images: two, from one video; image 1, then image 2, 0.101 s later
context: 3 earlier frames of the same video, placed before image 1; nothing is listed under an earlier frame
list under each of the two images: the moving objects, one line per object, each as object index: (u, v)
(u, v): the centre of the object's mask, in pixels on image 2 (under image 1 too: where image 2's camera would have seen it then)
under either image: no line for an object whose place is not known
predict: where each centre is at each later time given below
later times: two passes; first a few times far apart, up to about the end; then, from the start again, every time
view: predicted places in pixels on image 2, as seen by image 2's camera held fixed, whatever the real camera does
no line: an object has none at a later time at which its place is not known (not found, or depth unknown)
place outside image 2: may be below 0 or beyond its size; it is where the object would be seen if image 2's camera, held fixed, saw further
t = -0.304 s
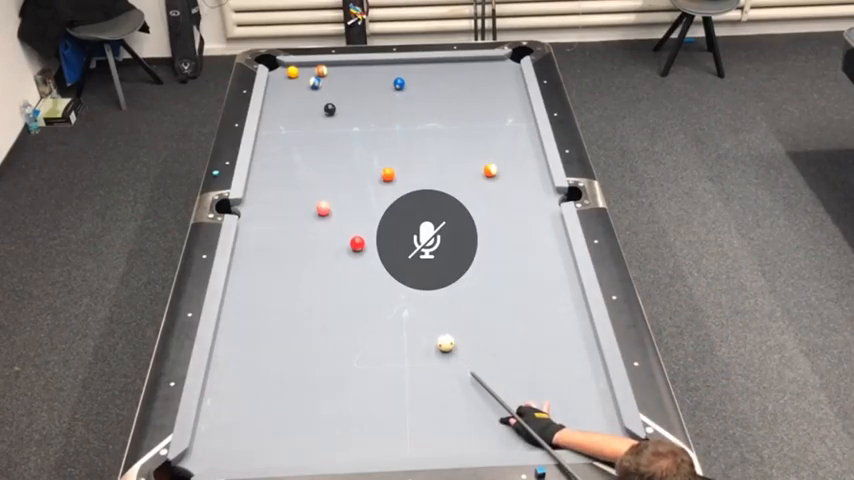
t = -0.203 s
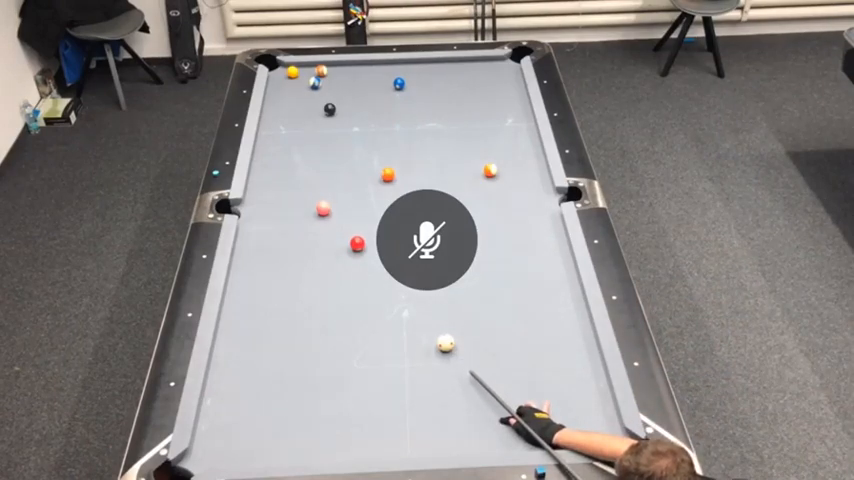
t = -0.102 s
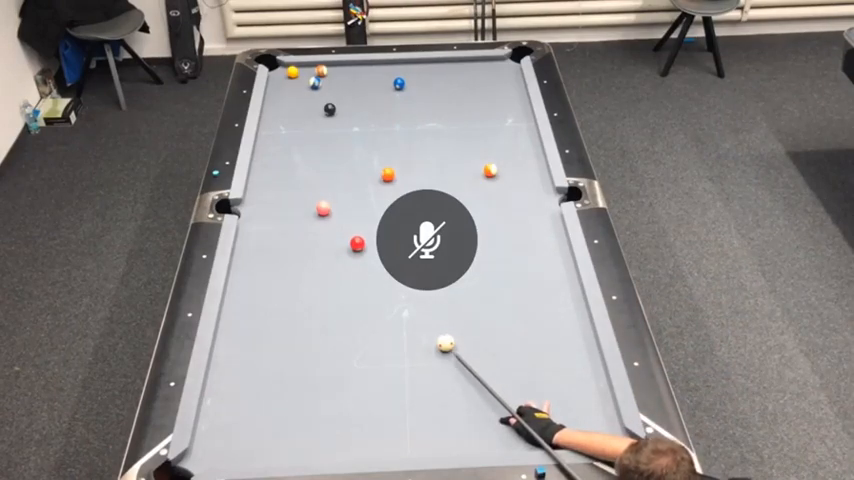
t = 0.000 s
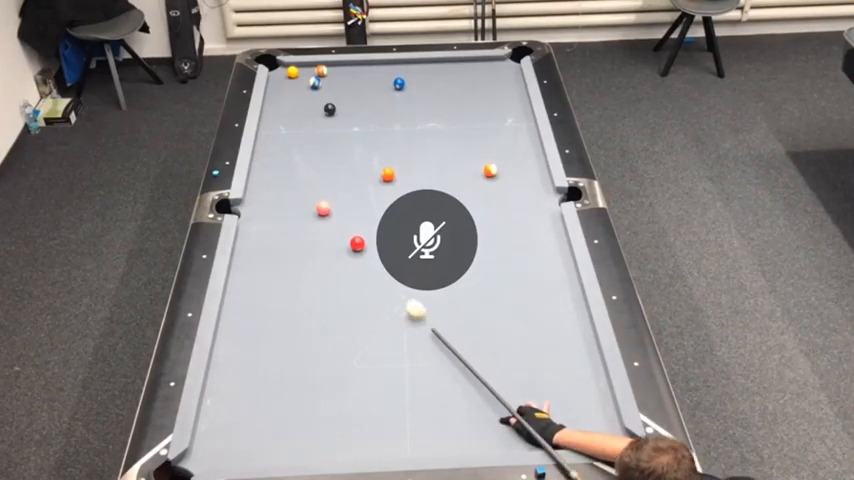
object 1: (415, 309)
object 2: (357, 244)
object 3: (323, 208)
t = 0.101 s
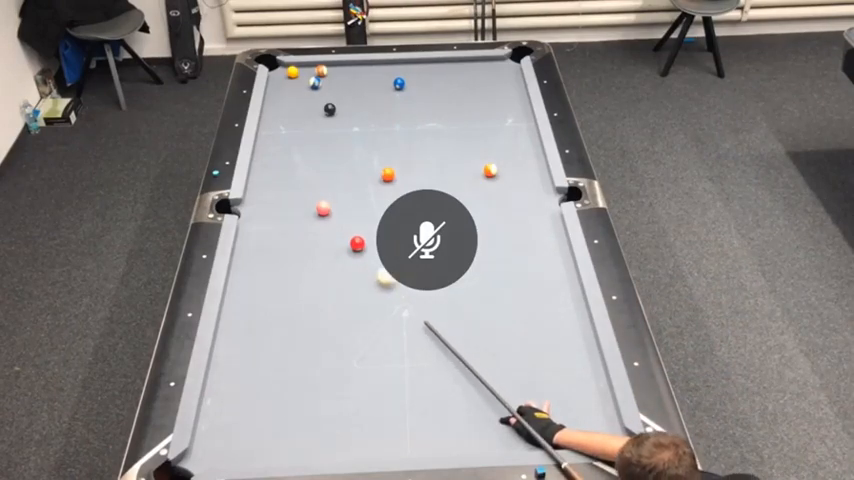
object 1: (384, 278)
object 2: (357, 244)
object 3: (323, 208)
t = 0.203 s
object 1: (362, 252)
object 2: (355, 241)
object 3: (323, 208)
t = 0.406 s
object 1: (353, 252)
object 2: (340, 206)
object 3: (311, 204)
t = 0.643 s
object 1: (344, 252)
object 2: (354, 183)
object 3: (274, 192)
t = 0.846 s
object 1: (337, 252)
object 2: (364, 165)
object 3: (255, 184)
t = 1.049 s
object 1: (331, 251)
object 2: (373, 149)
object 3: (274, 176)
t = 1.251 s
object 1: (325, 251)
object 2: (382, 134)
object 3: (291, 169)
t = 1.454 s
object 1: (320, 250)
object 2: (391, 120)
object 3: (307, 163)
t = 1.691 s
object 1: (316, 250)
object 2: (399, 105)
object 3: (325, 155)
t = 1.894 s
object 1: (312, 249)
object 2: (406, 93)
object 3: (339, 150)
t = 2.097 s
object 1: (310, 249)
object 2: (413, 81)
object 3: (352, 144)
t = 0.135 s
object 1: (376, 268)
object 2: (357, 244)
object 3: (323, 208)
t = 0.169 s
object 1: (370, 259)
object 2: (357, 244)
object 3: (323, 208)
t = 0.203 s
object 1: (362, 252)
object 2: (355, 241)
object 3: (323, 208)
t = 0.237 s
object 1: (361, 252)
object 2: (351, 235)
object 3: (323, 208)
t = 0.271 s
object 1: (359, 252)
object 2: (346, 227)
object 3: (323, 208)
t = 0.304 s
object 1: (358, 252)
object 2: (341, 220)
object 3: (322, 208)
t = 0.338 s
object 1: (356, 252)
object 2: (337, 214)
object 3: (323, 208)
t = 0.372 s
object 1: (355, 252)
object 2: (338, 209)
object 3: (318, 207)
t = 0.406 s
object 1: (353, 252)
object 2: (340, 206)
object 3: (311, 204)
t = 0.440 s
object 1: (352, 252)
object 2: (342, 202)
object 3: (304, 202)
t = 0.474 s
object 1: (351, 252)
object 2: (344, 199)
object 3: (299, 200)
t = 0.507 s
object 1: (349, 252)
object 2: (346, 196)
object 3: (294, 199)
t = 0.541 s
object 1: (348, 252)
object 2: (348, 192)
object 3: (289, 197)
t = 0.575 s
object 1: (347, 252)
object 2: (350, 189)
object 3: (284, 196)
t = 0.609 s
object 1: (346, 252)
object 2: (352, 186)
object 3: (279, 194)
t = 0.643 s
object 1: (344, 252)
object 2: (354, 183)
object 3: (274, 192)
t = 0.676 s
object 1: (343, 252)
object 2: (355, 180)
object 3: (269, 191)
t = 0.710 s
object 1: (342, 252)
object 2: (357, 177)
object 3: (264, 189)
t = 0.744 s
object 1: (341, 252)
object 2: (359, 174)
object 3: (259, 188)
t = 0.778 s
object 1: (339, 252)
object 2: (360, 171)
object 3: (255, 186)
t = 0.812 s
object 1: (338, 252)
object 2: (362, 168)
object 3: (252, 185)
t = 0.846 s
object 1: (337, 252)
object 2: (364, 165)
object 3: (255, 184)
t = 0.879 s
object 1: (336, 252)
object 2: (365, 163)
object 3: (259, 182)
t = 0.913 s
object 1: (335, 252)
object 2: (367, 160)
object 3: (262, 181)
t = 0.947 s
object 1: (334, 252)
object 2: (369, 157)
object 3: (265, 180)
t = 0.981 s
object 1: (333, 251)
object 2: (370, 155)
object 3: (268, 178)
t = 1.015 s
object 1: (332, 251)
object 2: (372, 152)
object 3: (271, 177)
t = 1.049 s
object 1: (331, 251)
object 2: (373, 149)
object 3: (274, 176)
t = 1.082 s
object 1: (330, 251)
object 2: (375, 147)
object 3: (277, 175)
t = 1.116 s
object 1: (329, 251)
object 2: (377, 144)
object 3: (280, 174)
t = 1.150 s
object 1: (328, 251)
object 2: (378, 142)
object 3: (282, 173)
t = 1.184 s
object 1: (327, 251)
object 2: (379, 139)
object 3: (285, 171)
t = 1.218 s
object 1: (326, 251)
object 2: (381, 136)
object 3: (288, 170)
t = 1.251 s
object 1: (325, 251)
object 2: (382, 134)
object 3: (291, 169)
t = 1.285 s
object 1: (324, 251)
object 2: (384, 132)
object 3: (294, 168)
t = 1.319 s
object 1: (323, 251)
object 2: (385, 129)
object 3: (296, 167)
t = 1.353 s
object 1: (323, 250)
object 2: (386, 127)
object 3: (299, 166)
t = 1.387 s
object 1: (322, 251)
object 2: (388, 124)
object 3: (302, 165)
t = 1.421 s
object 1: (321, 250)
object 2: (389, 122)
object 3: (304, 164)
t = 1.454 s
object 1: (320, 250)
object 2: (391, 120)
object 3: (307, 163)
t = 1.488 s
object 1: (320, 250)
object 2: (392, 117)
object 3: (310, 162)
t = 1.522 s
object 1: (319, 250)
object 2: (393, 115)
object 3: (312, 160)
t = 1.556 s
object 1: (318, 250)
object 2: (394, 113)
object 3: (314, 160)
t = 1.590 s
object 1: (318, 250)
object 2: (395, 111)
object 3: (317, 158)
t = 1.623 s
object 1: (317, 250)
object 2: (397, 109)
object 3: (320, 158)
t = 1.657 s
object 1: (316, 250)
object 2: (398, 107)
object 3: (322, 156)
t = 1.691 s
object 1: (316, 250)
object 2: (399, 105)
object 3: (325, 155)
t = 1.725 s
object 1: (315, 250)
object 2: (401, 103)
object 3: (327, 154)
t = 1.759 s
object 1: (315, 249)
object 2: (402, 101)
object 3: (329, 153)
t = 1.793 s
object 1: (314, 249)
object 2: (403, 98)
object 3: (332, 153)
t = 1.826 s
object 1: (314, 249)
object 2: (404, 97)
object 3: (334, 151)
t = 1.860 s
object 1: (313, 249)
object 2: (405, 94)
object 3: (336, 151)
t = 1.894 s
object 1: (312, 249)
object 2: (406, 93)
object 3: (339, 150)
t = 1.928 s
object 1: (312, 249)
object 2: (408, 91)
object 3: (341, 149)
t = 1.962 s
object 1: (312, 249)
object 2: (409, 88)
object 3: (343, 148)
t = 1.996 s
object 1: (311, 249)
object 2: (410, 87)
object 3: (345, 147)
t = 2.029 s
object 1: (311, 249)
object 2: (411, 85)
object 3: (347, 146)
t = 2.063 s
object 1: (311, 249)
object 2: (412, 83)
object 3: (350, 145)
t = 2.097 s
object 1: (310, 249)
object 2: (413, 81)
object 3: (352, 144)
